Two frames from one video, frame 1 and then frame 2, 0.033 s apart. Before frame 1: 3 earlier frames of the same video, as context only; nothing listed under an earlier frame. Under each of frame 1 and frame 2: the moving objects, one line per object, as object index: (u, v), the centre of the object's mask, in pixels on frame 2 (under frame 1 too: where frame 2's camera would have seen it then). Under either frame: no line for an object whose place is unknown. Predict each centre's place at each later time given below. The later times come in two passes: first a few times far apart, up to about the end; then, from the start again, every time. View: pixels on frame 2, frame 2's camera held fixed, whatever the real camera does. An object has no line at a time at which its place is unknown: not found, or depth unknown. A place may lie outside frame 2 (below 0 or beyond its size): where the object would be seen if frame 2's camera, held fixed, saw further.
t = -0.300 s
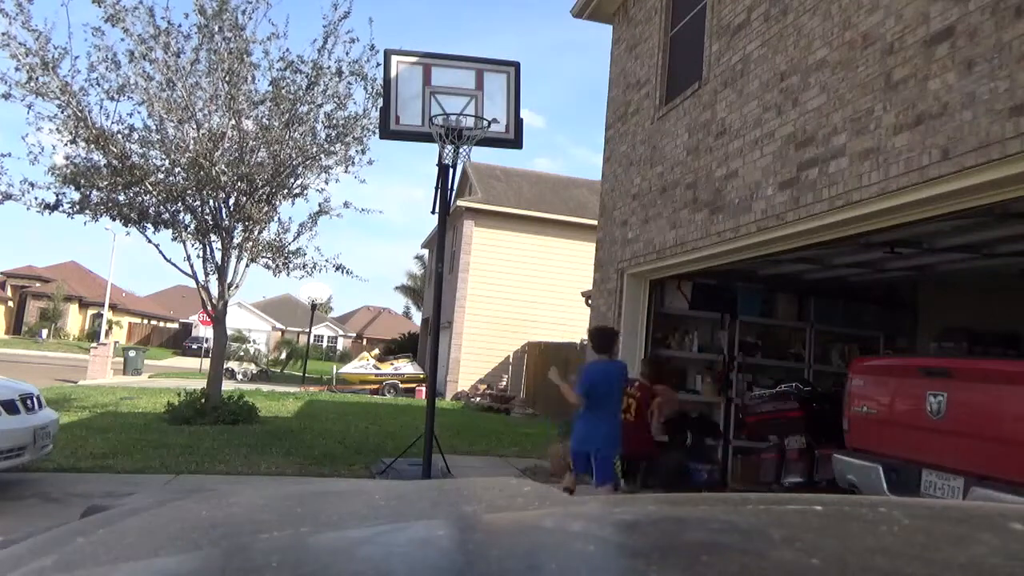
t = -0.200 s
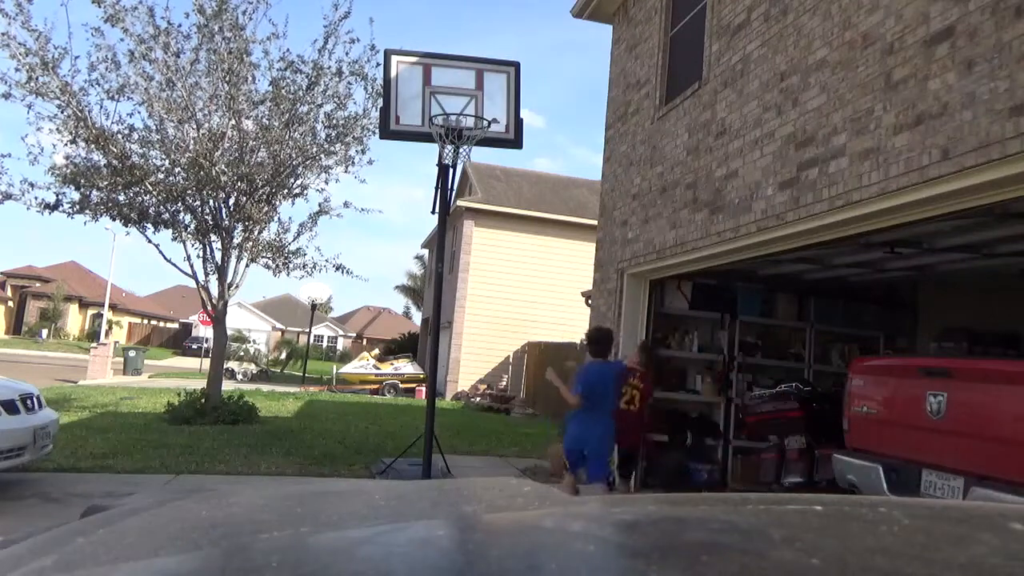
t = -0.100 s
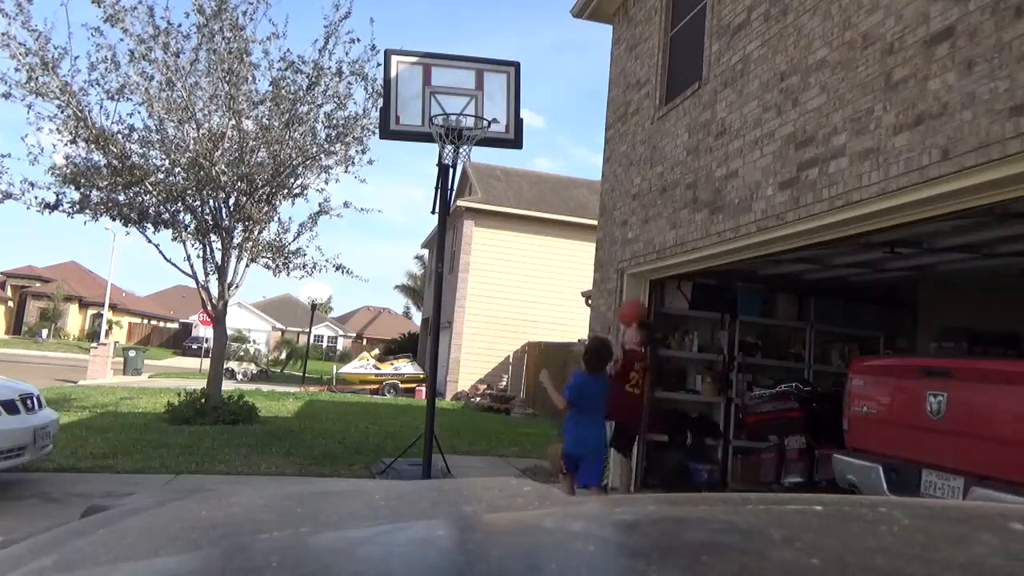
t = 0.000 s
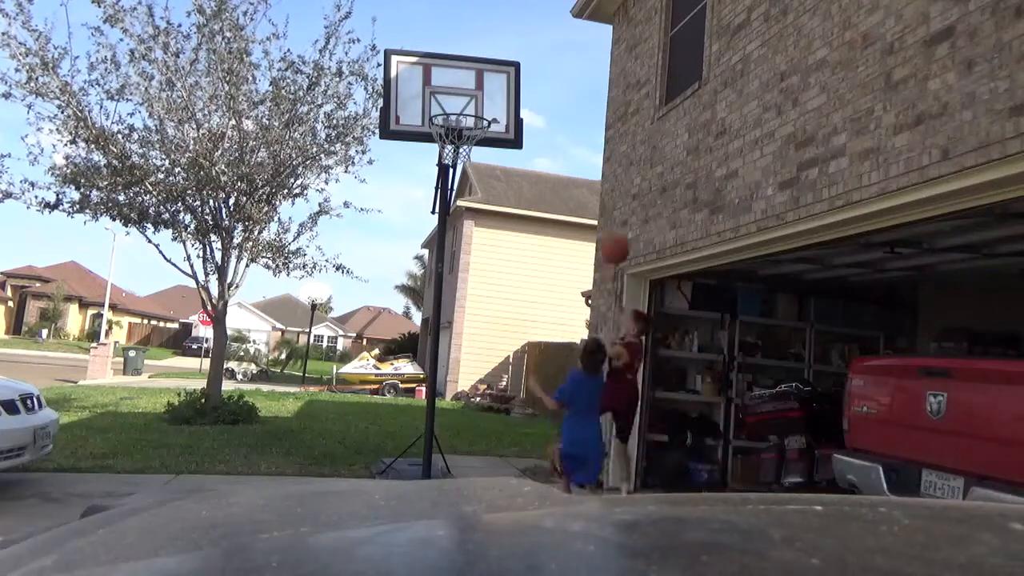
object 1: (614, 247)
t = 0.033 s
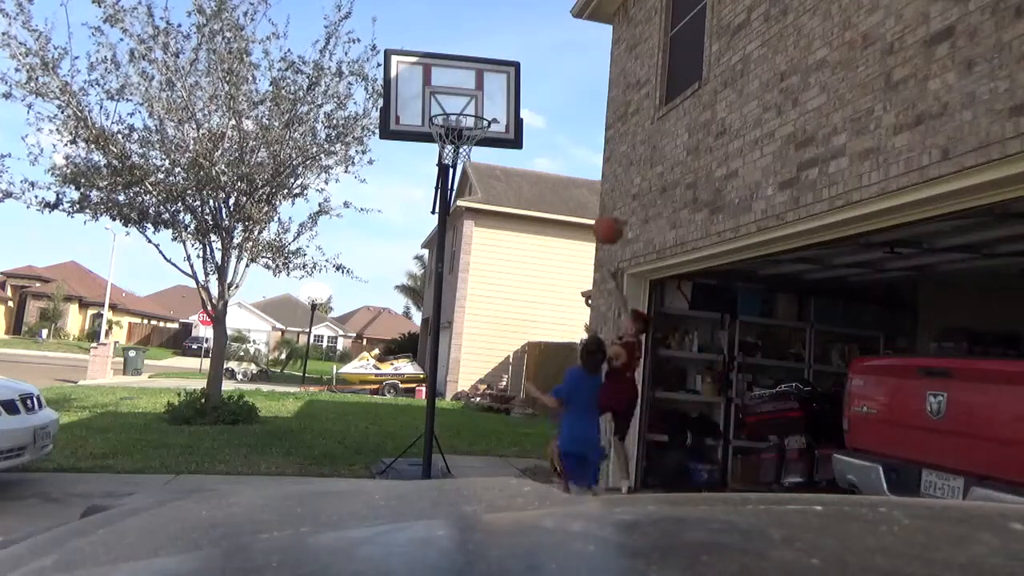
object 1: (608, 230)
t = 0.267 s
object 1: (557, 130)
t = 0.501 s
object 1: (503, 96)
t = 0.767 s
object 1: (451, 130)
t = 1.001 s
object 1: (473, 187)
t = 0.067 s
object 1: (601, 212)
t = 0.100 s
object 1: (594, 195)
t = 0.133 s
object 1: (587, 179)
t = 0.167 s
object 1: (579, 165)
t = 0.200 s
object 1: (572, 152)
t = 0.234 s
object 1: (565, 140)
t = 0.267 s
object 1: (557, 130)
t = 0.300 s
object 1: (550, 121)
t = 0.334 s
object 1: (542, 114)
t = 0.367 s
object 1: (534, 108)
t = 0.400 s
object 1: (526, 103)
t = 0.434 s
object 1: (518, 99)
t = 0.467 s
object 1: (510, 97)
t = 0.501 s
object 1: (503, 96)
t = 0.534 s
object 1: (494, 96)
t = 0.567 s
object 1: (485, 98)
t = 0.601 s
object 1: (476, 101)
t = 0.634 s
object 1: (468, 104)
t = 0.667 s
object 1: (459, 110)
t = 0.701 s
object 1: (449, 116)
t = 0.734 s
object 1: (447, 122)
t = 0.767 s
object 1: (451, 130)
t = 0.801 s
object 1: (456, 139)
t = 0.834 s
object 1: (462, 149)
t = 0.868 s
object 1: (466, 154)
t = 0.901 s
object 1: (469, 164)
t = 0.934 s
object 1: (471, 170)
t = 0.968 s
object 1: (473, 179)
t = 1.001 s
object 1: (473, 187)
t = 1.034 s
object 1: (477, 198)
